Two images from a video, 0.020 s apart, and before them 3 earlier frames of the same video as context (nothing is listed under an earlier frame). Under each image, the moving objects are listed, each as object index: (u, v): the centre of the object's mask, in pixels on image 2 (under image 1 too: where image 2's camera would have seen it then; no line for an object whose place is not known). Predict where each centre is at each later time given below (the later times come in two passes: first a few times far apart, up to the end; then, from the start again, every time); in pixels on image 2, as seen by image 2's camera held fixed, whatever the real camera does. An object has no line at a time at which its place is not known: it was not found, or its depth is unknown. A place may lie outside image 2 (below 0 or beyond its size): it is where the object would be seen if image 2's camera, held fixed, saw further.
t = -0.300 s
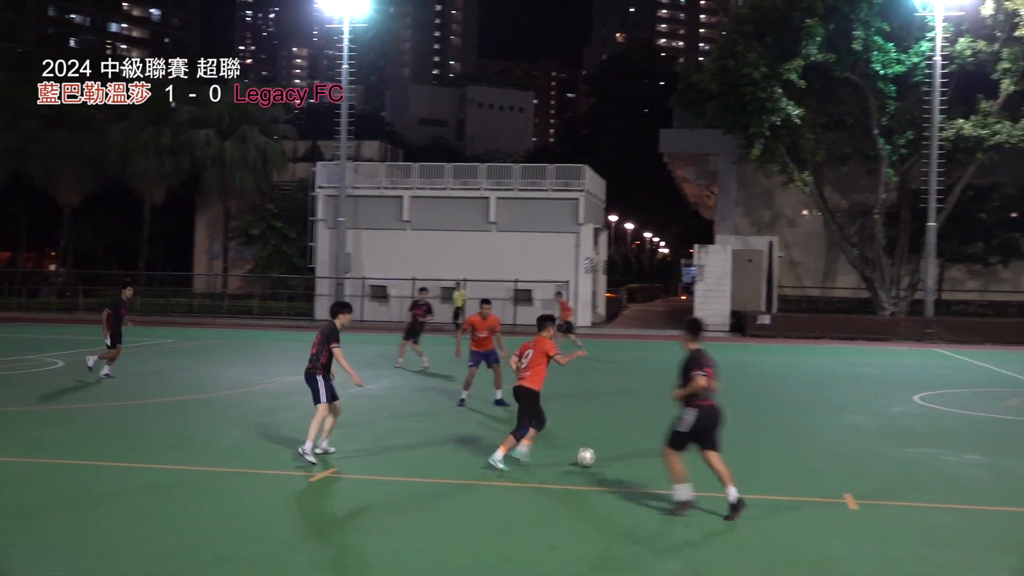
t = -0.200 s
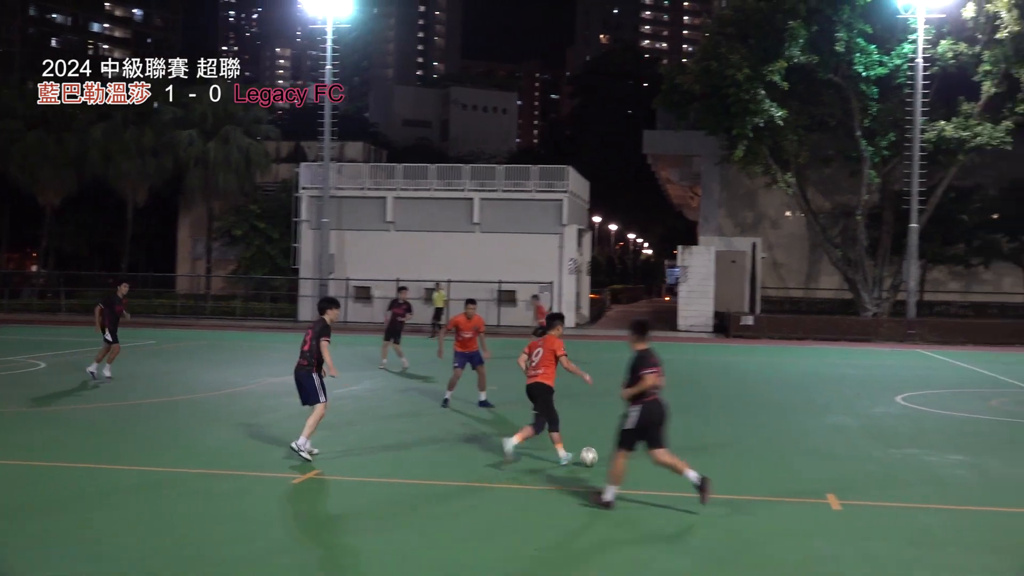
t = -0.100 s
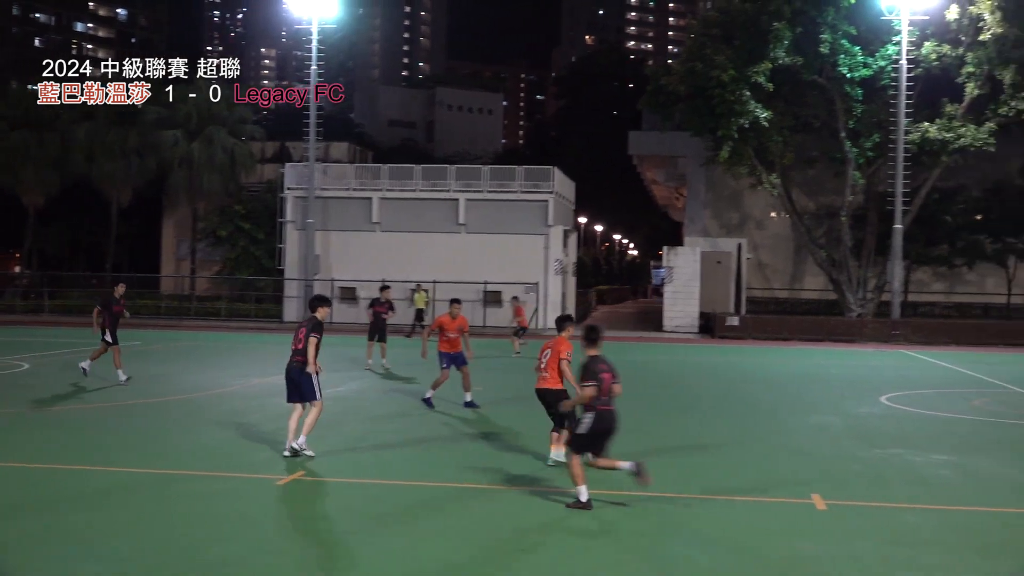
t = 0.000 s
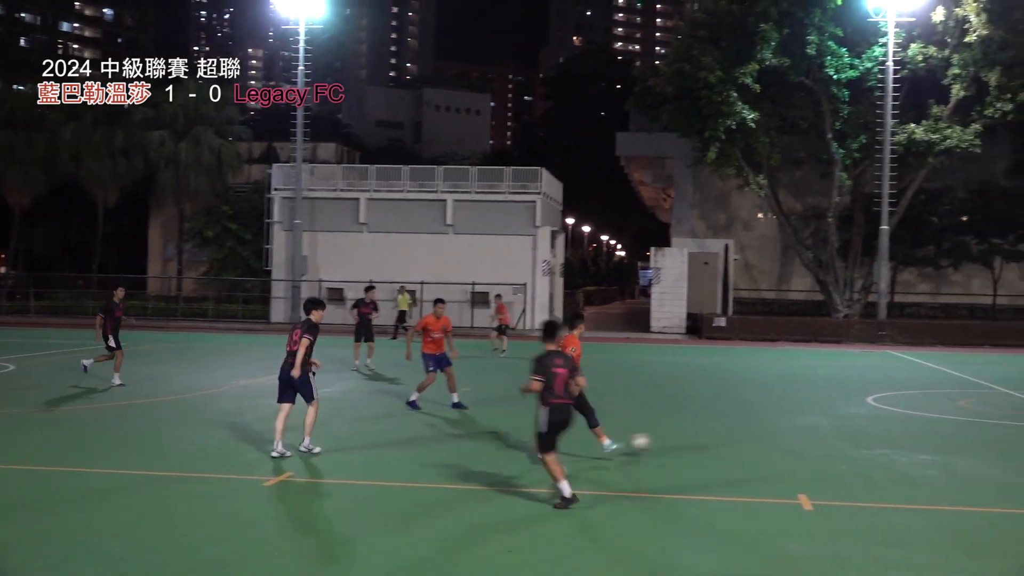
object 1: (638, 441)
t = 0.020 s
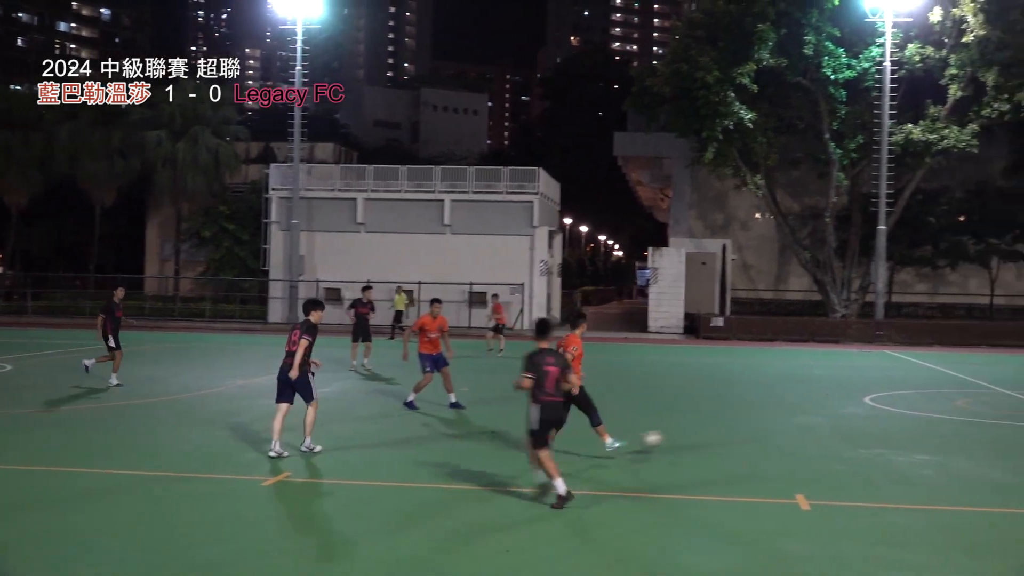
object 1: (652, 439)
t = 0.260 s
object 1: (783, 423)
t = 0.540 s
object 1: (865, 407)
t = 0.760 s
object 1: (907, 400)
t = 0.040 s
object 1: (666, 436)
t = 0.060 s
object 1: (679, 434)
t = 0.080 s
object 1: (691, 432)
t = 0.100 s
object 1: (703, 431)
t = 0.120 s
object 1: (715, 430)
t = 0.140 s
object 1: (727, 430)
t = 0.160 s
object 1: (737, 429)
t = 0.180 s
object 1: (748, 429)
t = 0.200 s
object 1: (759, 429)
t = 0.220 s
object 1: (768, 428)
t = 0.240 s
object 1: (776, 424)
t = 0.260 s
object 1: (783, 423)
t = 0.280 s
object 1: (790, 421)
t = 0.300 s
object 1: (797, 420)
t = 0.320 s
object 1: (804, 418)
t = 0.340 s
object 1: (810, 417)
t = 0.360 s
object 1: (818, 416)
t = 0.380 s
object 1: (824, 416)
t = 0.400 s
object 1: (830, 416)
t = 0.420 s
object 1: (837, 416)
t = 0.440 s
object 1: (843, 416)
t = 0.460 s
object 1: (847, 414)
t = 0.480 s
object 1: (851, 411)
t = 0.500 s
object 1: (856, 410)
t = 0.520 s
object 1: (861, 408)
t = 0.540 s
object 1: (865, 407)
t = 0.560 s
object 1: (870, 406)
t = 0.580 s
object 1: (874, 406)
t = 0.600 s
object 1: (878, 405)
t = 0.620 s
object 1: (882, 406)
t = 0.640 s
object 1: (886, 406)
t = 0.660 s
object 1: (889, 407)
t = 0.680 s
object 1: (893, 405)
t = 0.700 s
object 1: (897, 403)
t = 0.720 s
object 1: (900, 402)
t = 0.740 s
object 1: (904, 401)
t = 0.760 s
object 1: (907, 400)
